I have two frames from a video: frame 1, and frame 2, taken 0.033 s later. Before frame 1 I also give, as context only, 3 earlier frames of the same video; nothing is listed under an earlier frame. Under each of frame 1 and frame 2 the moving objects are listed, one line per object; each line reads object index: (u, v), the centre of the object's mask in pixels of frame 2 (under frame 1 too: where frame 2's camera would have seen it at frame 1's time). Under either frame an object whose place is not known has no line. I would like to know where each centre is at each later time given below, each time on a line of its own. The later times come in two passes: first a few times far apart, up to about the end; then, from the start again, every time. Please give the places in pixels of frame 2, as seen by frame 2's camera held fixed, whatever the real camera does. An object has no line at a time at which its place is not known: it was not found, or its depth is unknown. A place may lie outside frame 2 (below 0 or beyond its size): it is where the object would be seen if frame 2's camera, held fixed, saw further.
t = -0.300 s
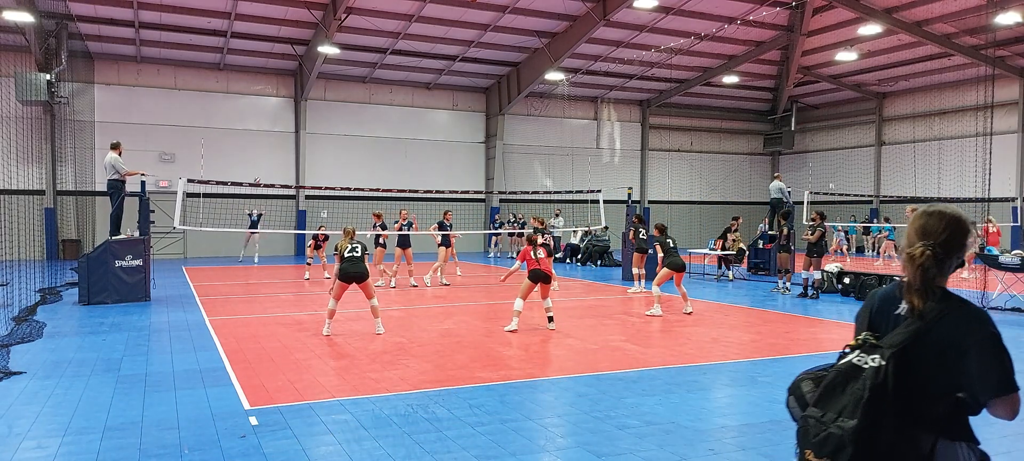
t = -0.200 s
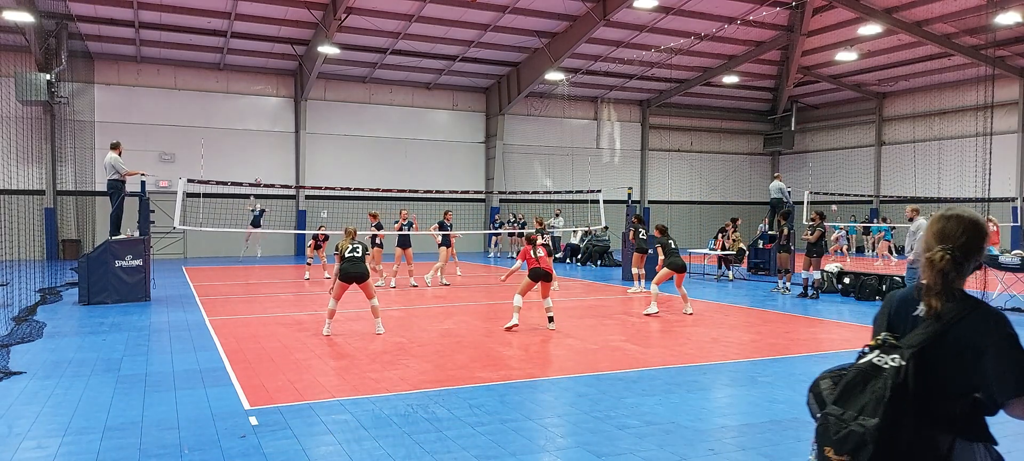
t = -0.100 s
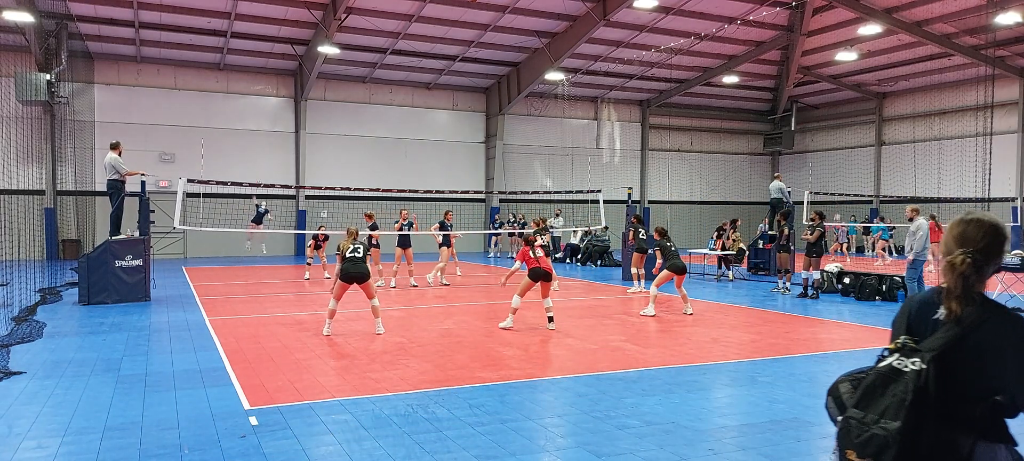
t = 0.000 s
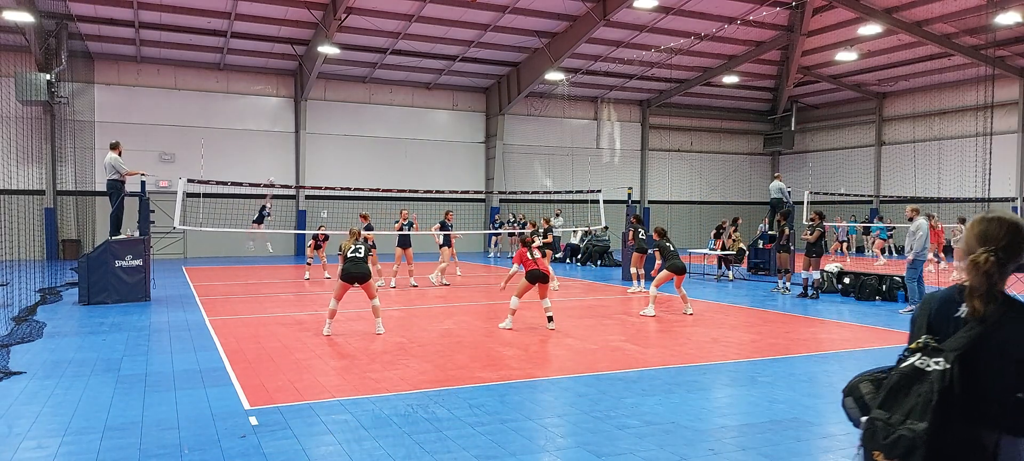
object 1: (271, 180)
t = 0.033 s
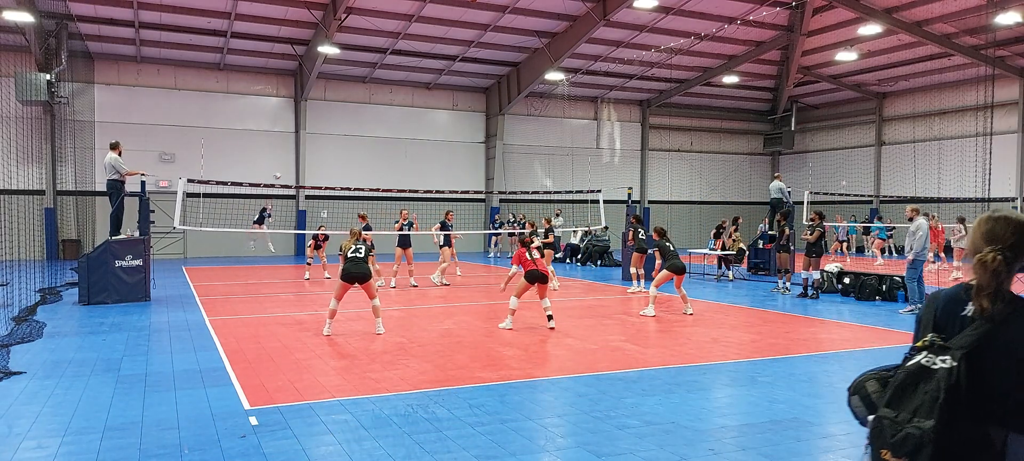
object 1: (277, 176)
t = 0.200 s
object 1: (311, 157)
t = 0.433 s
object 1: (368, 144)
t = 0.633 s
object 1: (425, 149)
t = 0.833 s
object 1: (493, 172)
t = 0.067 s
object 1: (283, 172)
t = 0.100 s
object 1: (289, 168)
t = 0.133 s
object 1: (296, 164)
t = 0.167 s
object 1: (303, 161)
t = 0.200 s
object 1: (311, 157)
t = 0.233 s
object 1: (319, 154)
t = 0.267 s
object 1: (326, 152)
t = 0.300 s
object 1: (334, 149)
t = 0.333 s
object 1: (342, 148)
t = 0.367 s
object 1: (350, 146)
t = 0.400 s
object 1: (359, 145)
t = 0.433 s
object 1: (368, 144)
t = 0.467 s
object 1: (377, 144)
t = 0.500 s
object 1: (386, 144)
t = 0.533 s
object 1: (395, 144)
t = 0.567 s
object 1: (405, 146)
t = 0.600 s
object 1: (415, 147)
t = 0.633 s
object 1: (425, 149)
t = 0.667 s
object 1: (436, 152)
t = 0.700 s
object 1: (447, 155)
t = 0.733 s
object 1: (458, 158)
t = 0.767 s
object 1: (469, 162)
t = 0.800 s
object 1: (481, 167)
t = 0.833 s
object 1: (493, 172)
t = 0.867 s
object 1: (505, 178)
